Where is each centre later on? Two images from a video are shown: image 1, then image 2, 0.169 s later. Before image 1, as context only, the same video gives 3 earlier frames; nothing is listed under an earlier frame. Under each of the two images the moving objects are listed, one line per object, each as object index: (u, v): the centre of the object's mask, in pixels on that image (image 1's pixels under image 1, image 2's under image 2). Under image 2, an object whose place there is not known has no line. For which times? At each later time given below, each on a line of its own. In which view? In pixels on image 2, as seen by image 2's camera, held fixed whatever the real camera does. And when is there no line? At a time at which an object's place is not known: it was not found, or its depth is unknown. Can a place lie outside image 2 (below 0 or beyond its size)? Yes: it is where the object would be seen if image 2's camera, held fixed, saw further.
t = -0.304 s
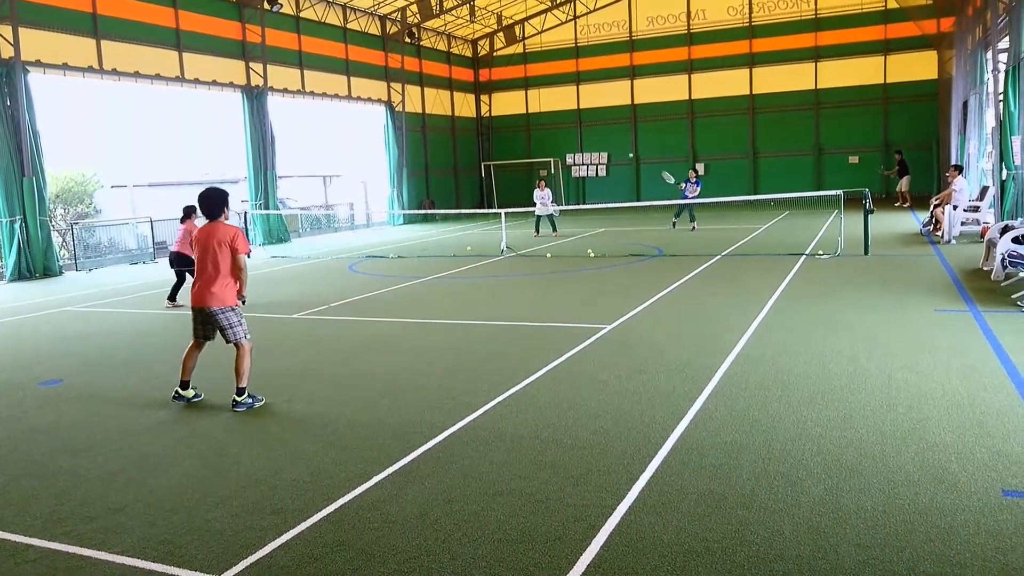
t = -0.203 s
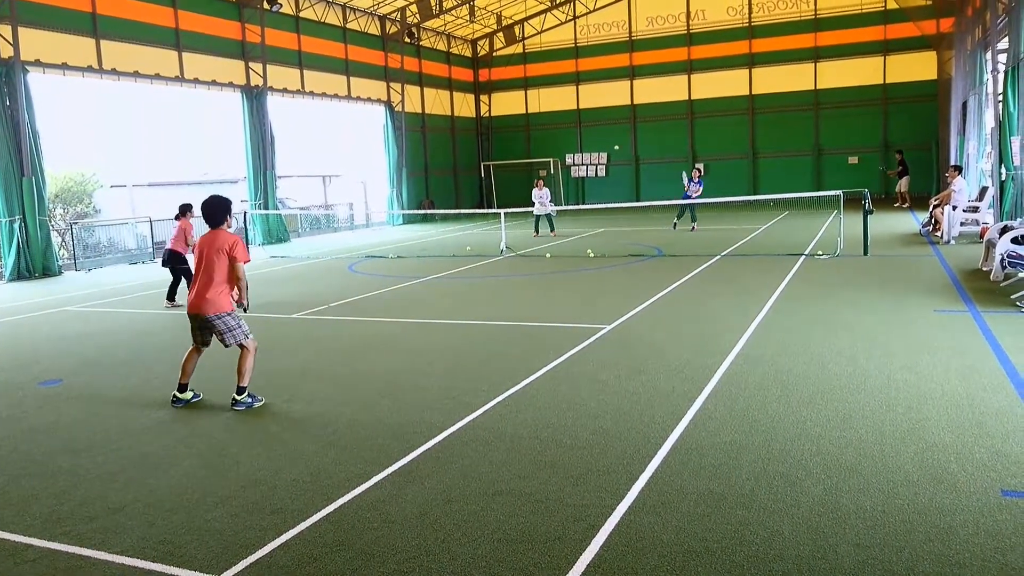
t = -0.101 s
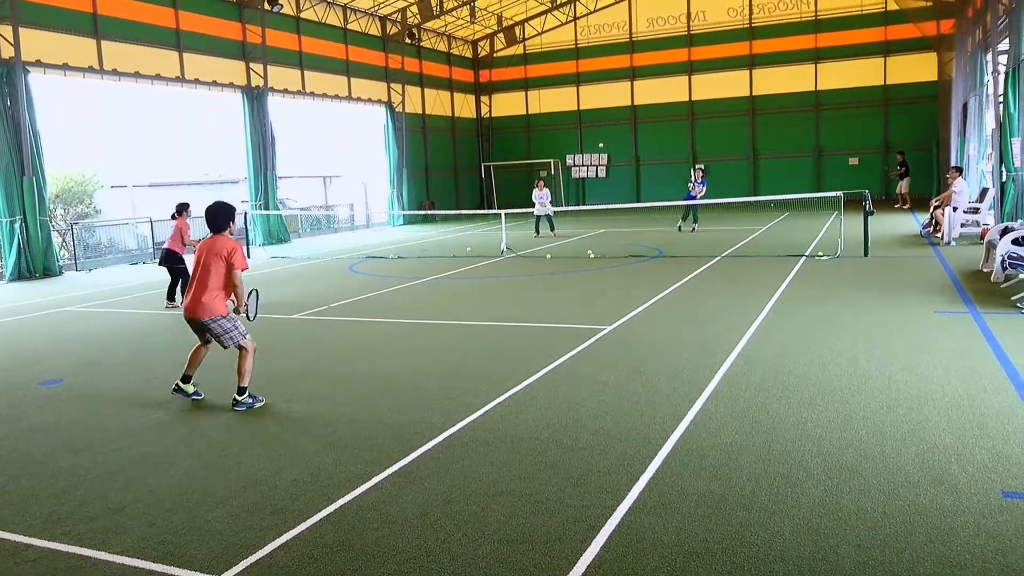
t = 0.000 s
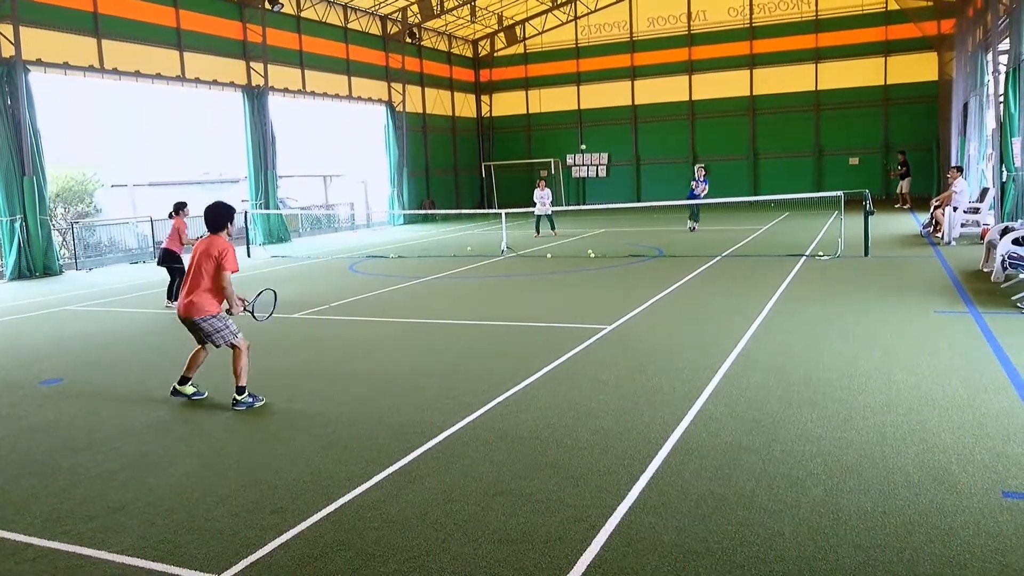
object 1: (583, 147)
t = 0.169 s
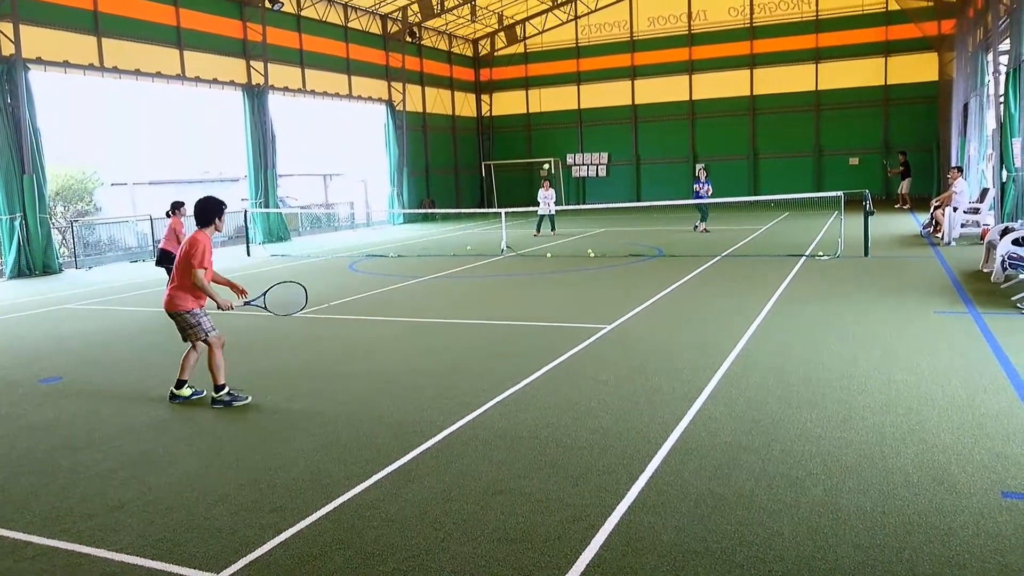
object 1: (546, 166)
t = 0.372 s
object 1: (485, 230)
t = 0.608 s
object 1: (388, 333)
